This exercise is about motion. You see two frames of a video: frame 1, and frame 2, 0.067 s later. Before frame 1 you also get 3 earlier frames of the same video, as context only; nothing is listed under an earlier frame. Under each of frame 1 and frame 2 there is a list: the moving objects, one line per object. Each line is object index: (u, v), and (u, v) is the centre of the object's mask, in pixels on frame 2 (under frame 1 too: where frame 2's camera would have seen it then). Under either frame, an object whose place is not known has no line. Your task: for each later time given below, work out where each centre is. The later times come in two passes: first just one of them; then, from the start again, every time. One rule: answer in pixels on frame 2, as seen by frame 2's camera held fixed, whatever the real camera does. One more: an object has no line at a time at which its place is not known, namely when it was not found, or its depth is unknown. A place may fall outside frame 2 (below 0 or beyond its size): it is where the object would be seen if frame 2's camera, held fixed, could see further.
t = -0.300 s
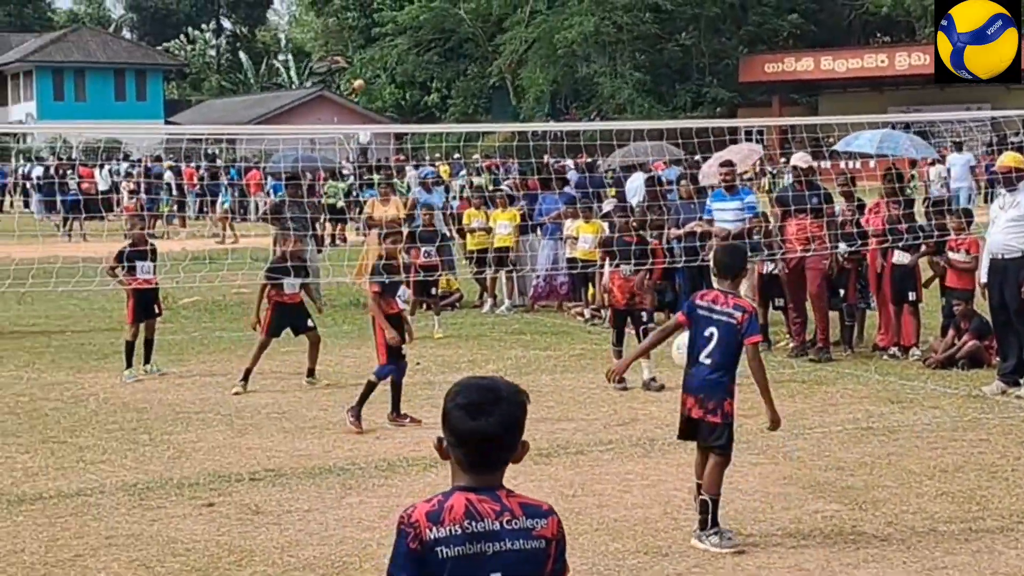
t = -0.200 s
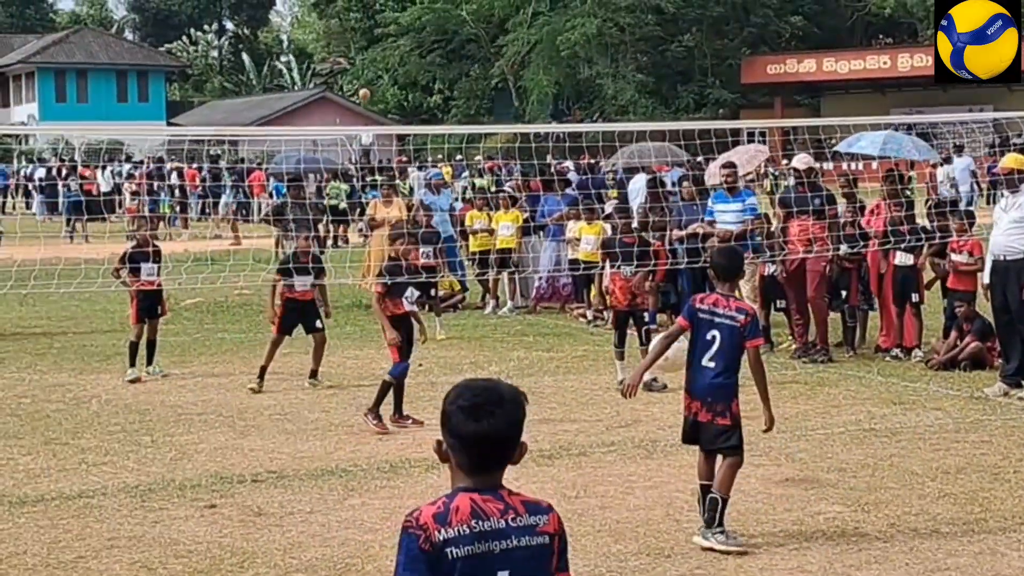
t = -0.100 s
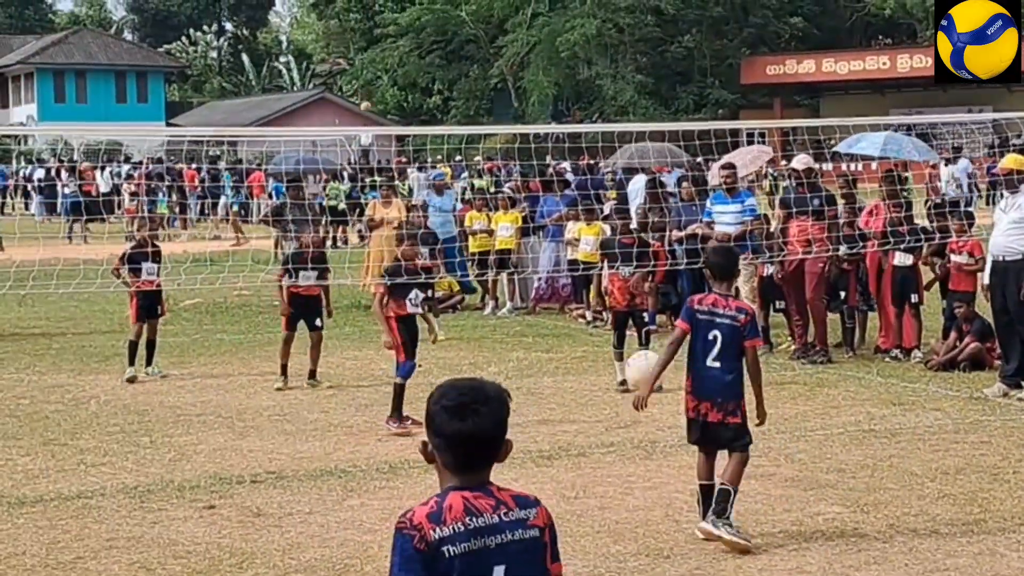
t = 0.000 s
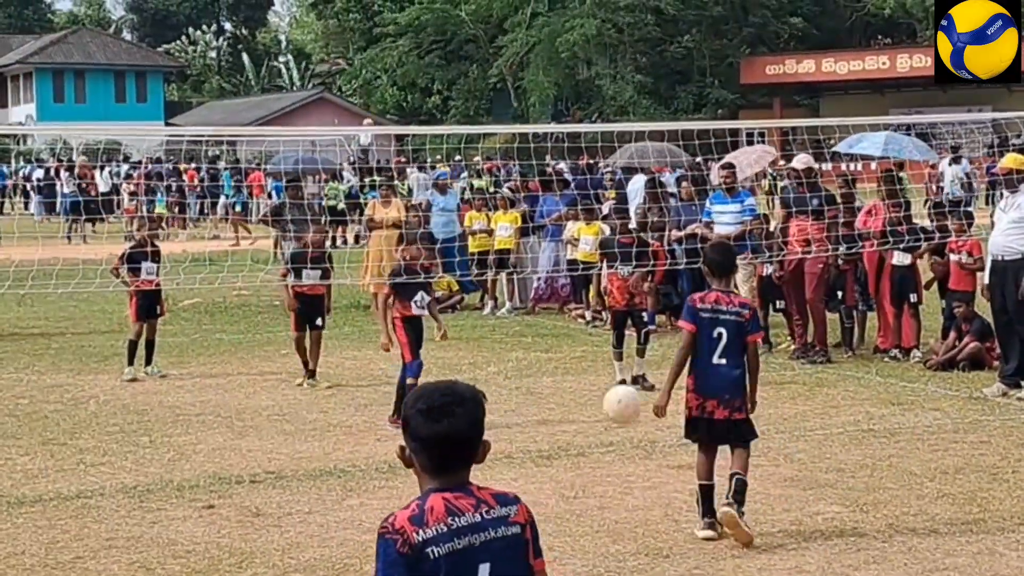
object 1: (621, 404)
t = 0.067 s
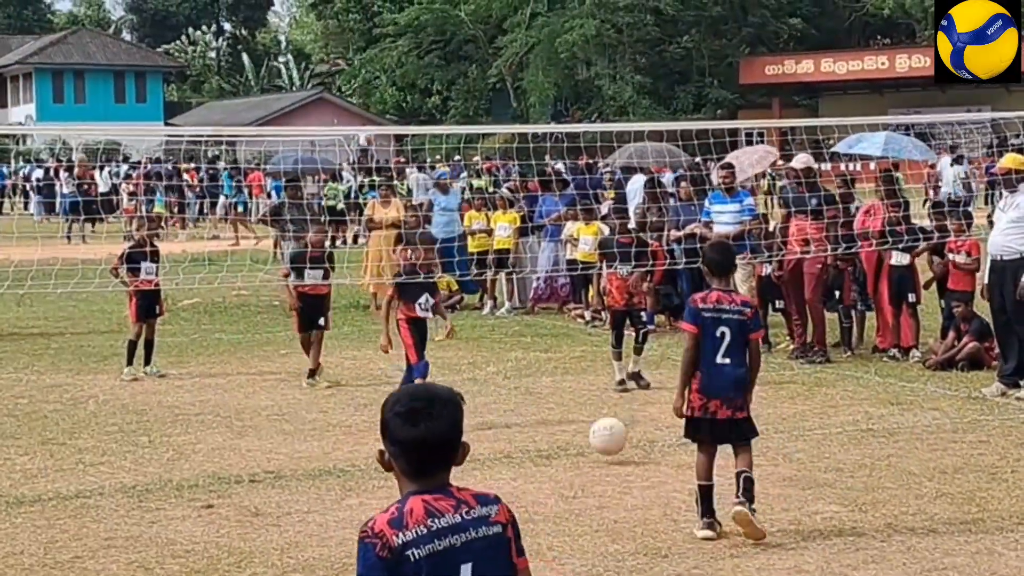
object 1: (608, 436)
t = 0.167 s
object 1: (589, 408)
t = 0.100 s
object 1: (602, 440)
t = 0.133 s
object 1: (594, 423)
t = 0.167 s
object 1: (589, 408)
